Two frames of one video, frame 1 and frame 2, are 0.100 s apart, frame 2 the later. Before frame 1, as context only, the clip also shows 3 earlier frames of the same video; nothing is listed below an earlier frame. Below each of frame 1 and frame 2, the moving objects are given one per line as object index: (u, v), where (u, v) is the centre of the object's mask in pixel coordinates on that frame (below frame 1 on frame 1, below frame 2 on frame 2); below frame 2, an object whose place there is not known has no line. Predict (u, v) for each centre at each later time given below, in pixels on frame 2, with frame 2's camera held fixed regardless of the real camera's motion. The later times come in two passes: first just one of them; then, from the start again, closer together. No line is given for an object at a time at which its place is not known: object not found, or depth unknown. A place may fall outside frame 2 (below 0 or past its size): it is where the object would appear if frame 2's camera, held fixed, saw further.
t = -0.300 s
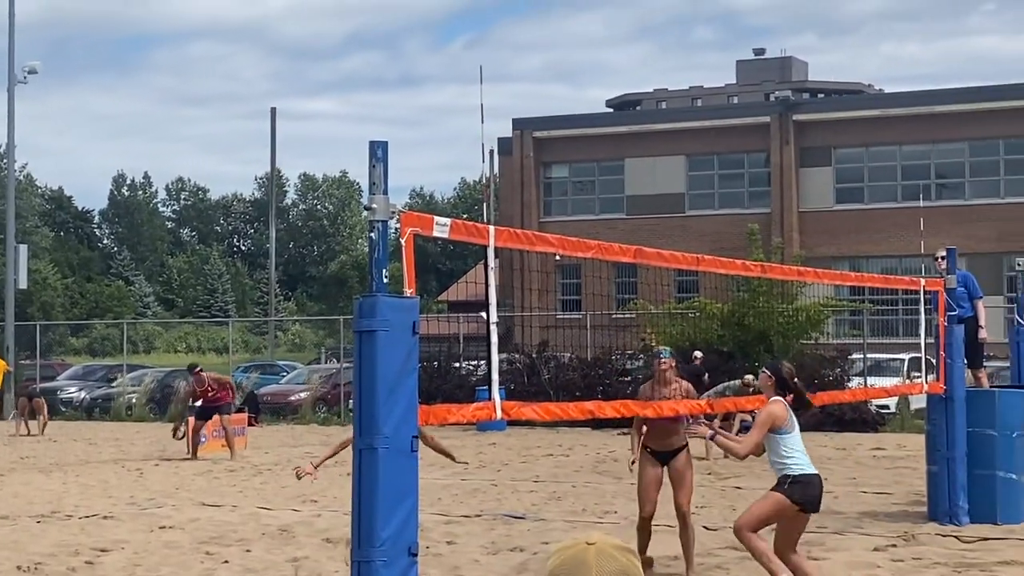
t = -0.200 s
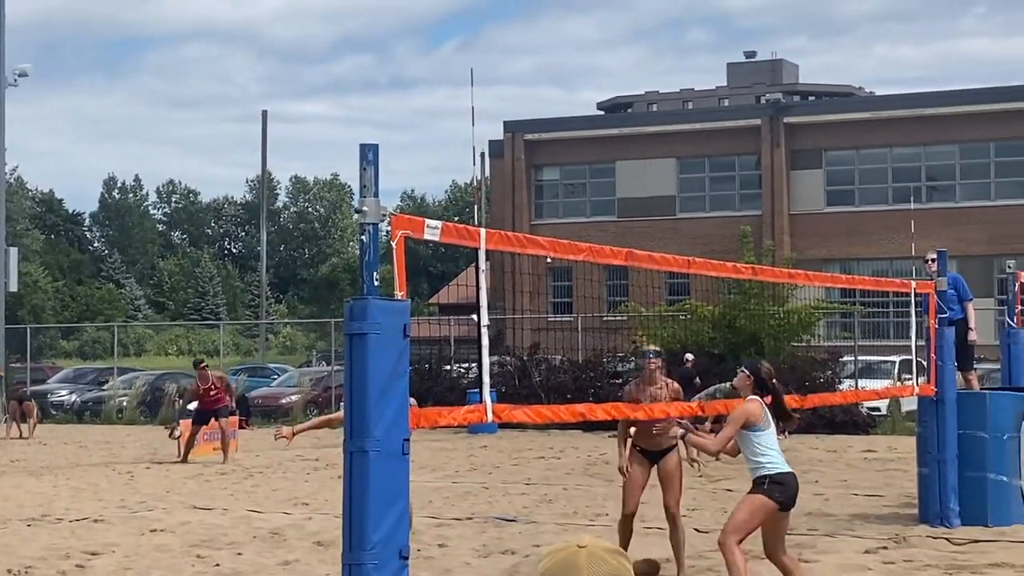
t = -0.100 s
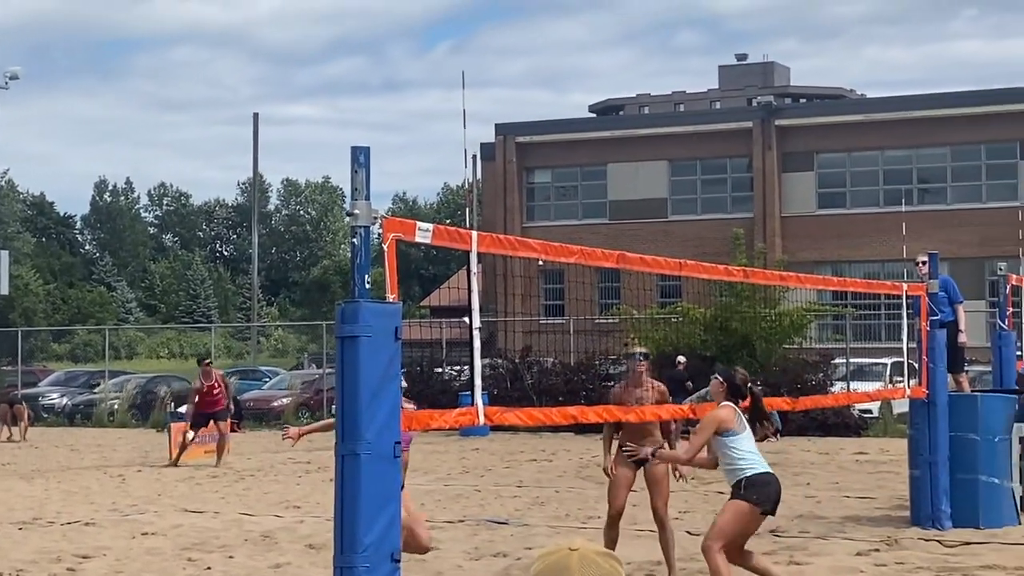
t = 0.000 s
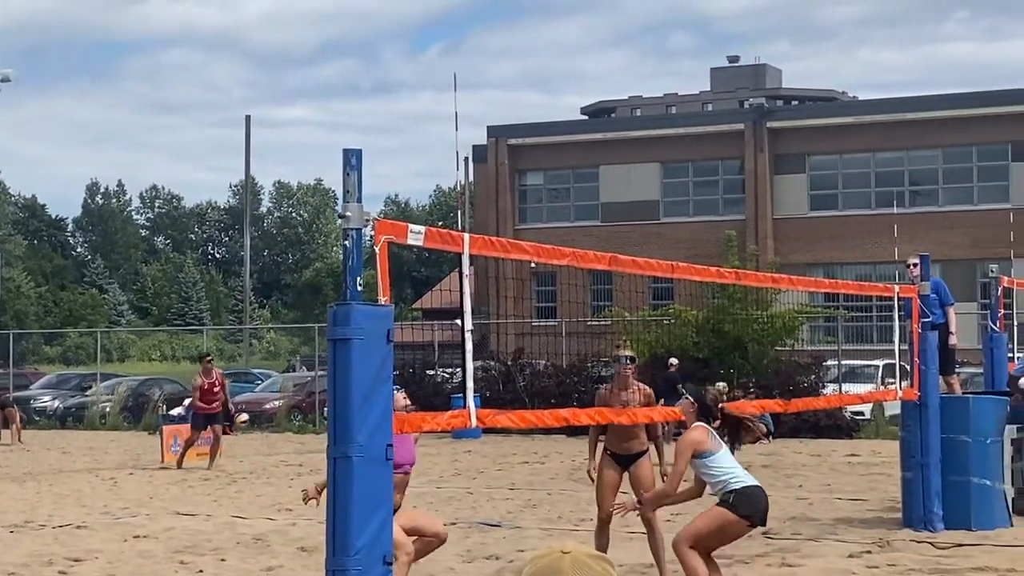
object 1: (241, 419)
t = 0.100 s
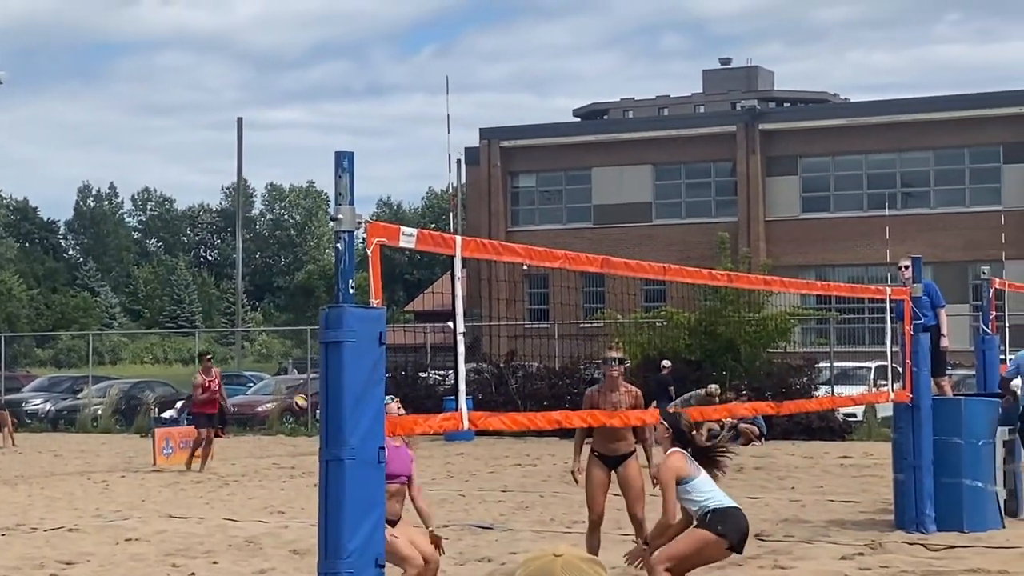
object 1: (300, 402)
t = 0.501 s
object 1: (578, 394)
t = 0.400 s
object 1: (507, 384)
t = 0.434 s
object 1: (531, 386)
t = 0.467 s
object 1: (554, 390)
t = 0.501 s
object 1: (578, 394)
